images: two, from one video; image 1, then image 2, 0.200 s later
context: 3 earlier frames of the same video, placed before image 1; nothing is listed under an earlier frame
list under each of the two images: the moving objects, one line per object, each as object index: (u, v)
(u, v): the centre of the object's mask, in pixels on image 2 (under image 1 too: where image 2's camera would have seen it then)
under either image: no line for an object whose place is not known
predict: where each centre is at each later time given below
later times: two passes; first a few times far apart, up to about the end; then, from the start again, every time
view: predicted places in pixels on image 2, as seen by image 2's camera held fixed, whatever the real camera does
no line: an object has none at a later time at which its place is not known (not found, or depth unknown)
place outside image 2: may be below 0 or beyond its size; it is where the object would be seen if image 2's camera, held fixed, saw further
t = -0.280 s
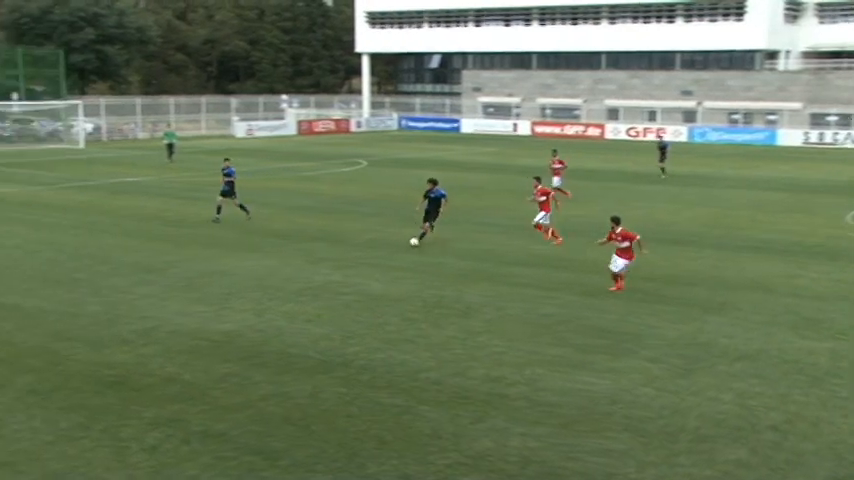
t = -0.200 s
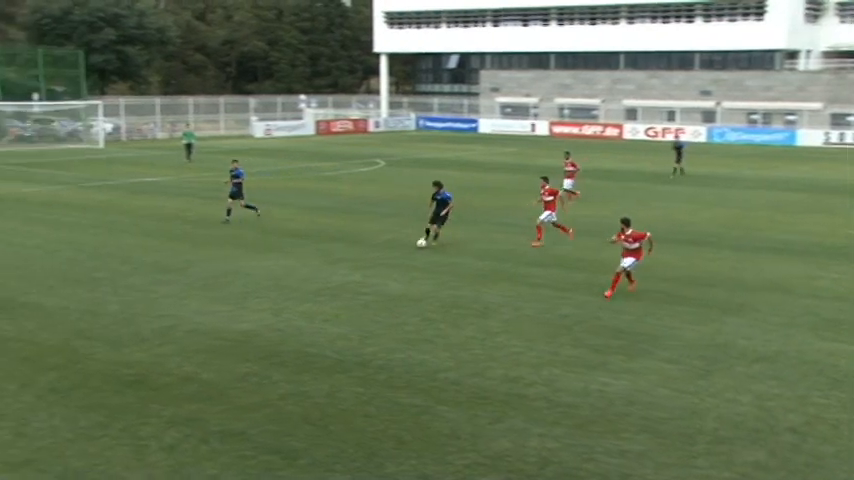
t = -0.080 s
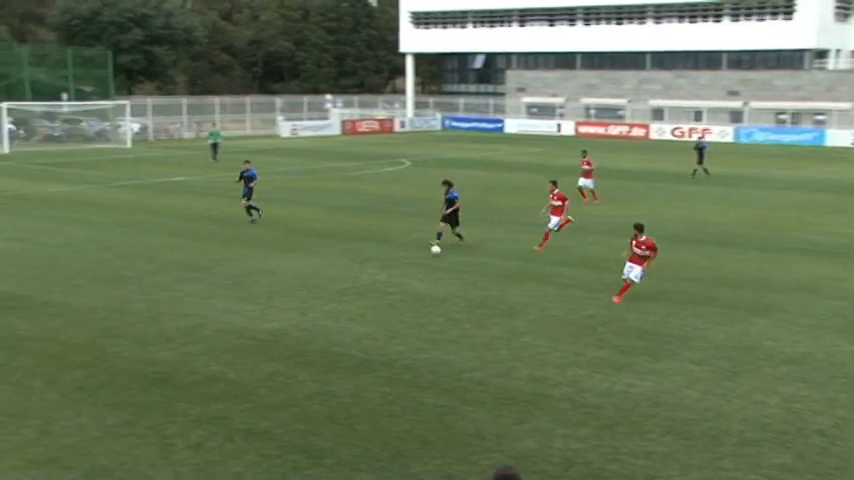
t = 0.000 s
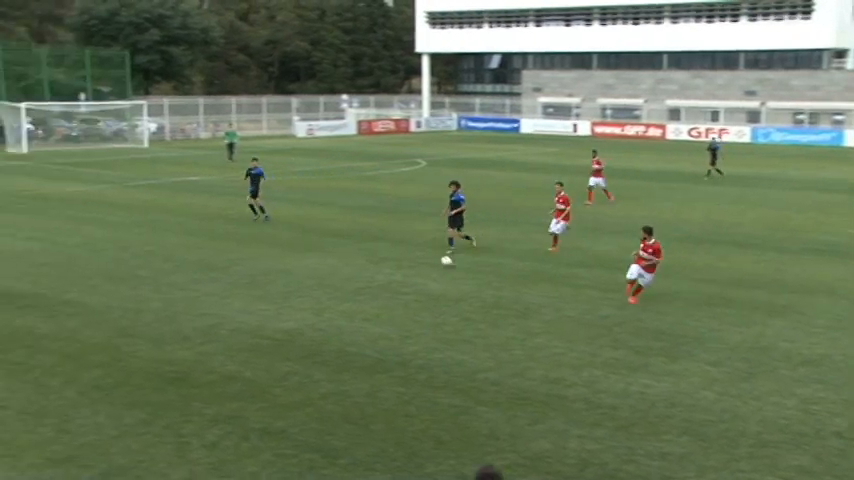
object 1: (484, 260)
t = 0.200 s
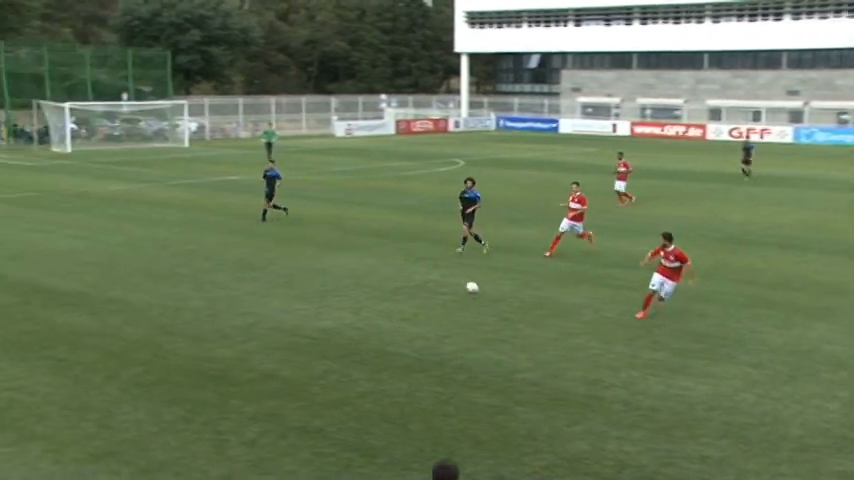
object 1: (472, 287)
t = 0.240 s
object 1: (470, 293)
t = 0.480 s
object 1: (454, 332)
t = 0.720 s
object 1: (439, 376)
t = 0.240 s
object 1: (470, 293)
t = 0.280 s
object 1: (467, 299)
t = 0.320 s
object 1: (464, 305)
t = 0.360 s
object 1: (462, 312)
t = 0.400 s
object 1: (459, 317)
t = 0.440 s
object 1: (456, 325)
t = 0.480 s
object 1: (454, 332)
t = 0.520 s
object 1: (451, 337)
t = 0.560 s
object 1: (449, 344)
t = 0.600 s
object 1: (446, 352)
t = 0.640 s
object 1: (444, 362)
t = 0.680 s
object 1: (441, 369)
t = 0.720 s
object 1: (439, 376)
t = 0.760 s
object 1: (436, 384)
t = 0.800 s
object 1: (433, 392)
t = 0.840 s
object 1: (430, 400)
